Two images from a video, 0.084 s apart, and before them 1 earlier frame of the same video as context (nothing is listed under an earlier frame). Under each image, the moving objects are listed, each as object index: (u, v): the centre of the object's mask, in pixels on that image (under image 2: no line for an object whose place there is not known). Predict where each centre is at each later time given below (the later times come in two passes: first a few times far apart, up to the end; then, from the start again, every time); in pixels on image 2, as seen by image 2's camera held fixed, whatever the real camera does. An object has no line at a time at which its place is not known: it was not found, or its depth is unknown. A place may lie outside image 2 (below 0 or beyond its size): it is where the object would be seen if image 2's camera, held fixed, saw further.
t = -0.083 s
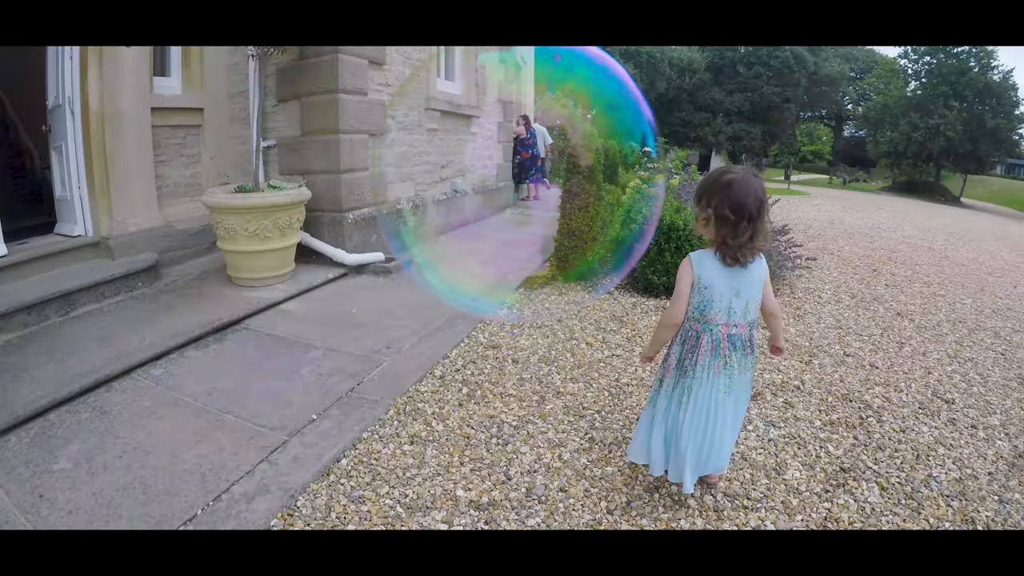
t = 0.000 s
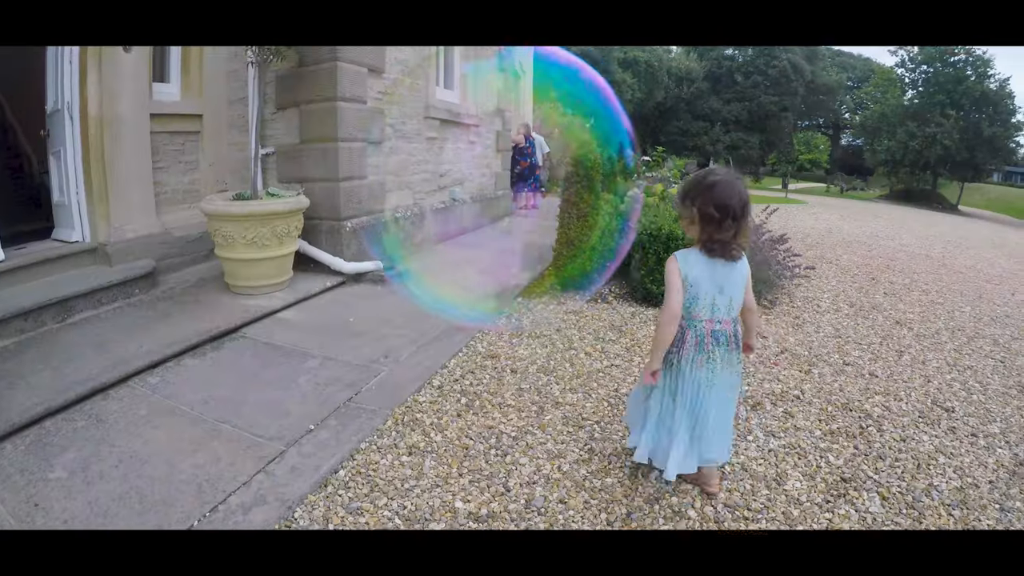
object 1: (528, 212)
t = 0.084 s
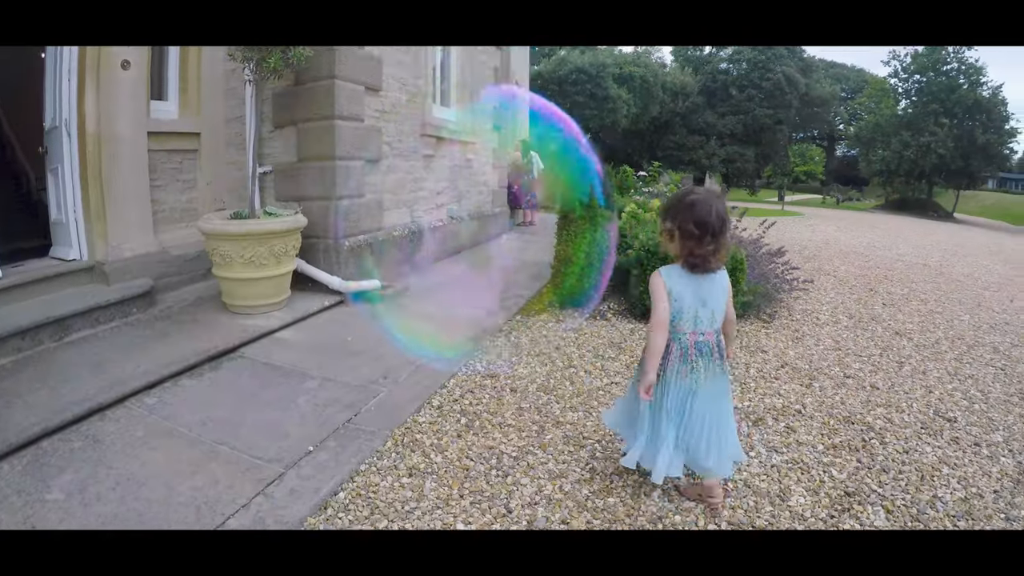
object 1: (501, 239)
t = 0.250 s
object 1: (488, 275)
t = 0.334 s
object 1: (483, 269)
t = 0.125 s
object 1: (493, 250)
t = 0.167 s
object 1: (489, 255)
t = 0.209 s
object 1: (484, 264)
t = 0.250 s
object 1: (488, 275)
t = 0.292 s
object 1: (487, 275)
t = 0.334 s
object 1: (483, 269)
